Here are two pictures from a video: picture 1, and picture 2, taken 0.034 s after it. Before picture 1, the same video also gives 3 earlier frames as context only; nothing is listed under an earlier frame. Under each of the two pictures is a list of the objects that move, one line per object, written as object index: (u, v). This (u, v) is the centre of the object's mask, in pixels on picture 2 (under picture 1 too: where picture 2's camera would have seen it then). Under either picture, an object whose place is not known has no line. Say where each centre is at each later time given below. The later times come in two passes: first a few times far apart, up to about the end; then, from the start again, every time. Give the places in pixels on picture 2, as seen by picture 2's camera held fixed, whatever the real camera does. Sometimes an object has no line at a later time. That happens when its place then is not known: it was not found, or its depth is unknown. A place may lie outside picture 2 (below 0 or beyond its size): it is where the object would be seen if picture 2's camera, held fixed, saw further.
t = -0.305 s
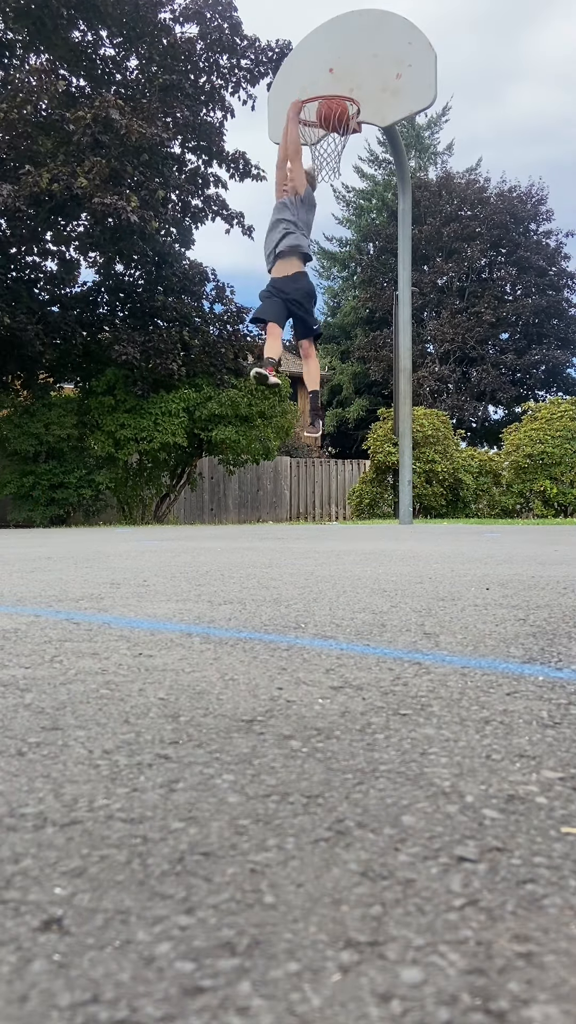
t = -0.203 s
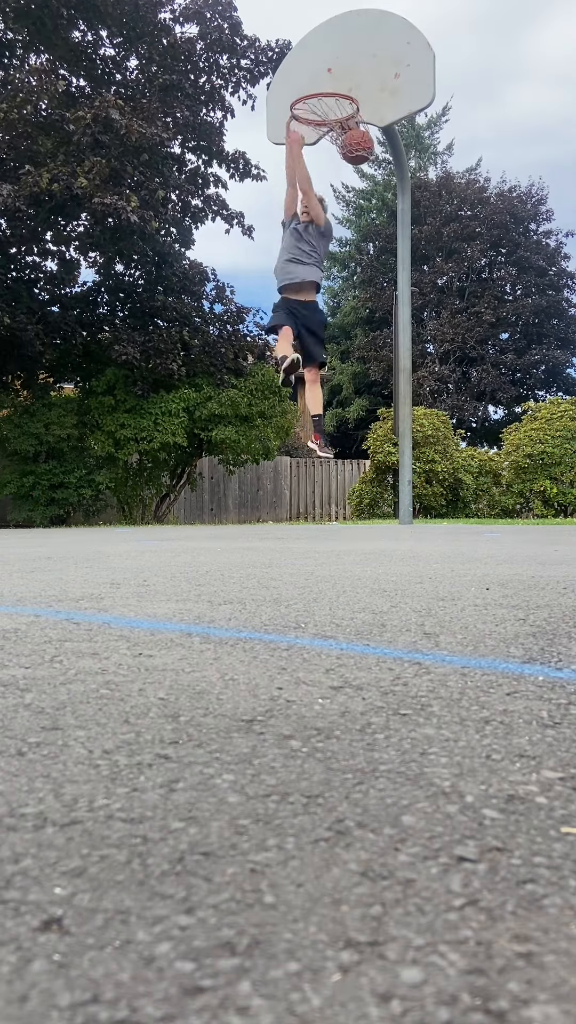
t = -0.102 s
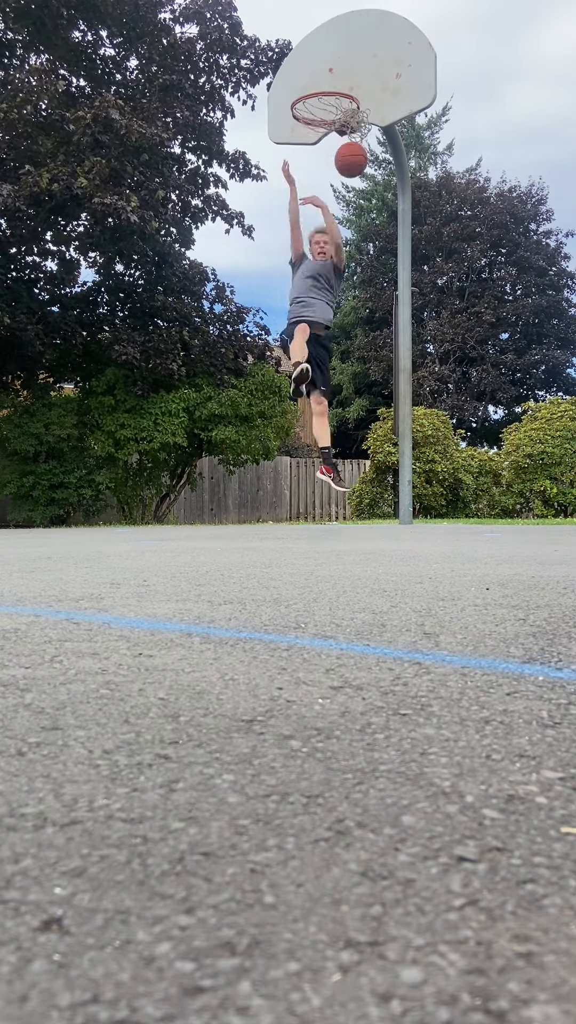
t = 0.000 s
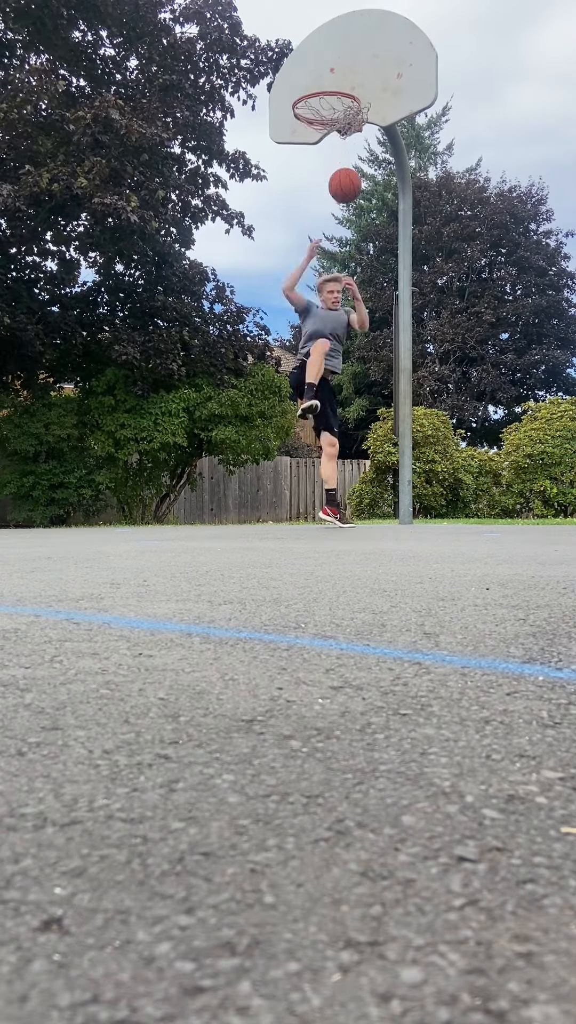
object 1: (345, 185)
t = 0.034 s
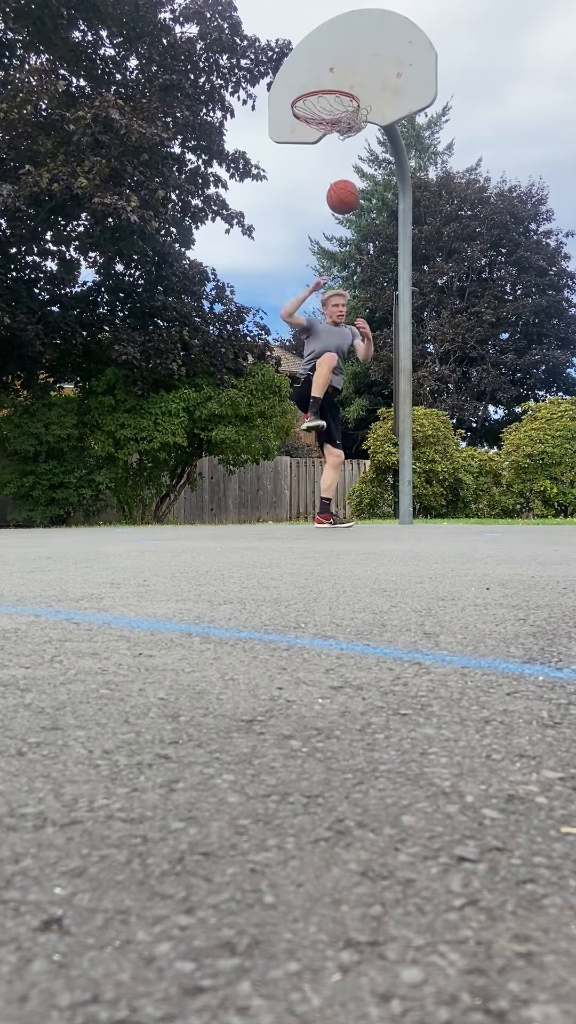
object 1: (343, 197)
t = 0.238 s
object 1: (332, 297)
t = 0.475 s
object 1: (320, 478)
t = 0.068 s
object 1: (341, 210)
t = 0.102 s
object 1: (339, 225)
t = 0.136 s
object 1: (337, 240)
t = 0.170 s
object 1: (335, 257)
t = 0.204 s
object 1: (333, 276)
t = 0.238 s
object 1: (332, 297)
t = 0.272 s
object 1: (330, 319)
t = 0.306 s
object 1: (328, 342)
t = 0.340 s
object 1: (326, 366)
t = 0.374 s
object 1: (325, 392)
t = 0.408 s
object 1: (323, 419)
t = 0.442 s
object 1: (322, 448)
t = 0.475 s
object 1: (320, 478)
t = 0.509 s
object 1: (319, 510)
